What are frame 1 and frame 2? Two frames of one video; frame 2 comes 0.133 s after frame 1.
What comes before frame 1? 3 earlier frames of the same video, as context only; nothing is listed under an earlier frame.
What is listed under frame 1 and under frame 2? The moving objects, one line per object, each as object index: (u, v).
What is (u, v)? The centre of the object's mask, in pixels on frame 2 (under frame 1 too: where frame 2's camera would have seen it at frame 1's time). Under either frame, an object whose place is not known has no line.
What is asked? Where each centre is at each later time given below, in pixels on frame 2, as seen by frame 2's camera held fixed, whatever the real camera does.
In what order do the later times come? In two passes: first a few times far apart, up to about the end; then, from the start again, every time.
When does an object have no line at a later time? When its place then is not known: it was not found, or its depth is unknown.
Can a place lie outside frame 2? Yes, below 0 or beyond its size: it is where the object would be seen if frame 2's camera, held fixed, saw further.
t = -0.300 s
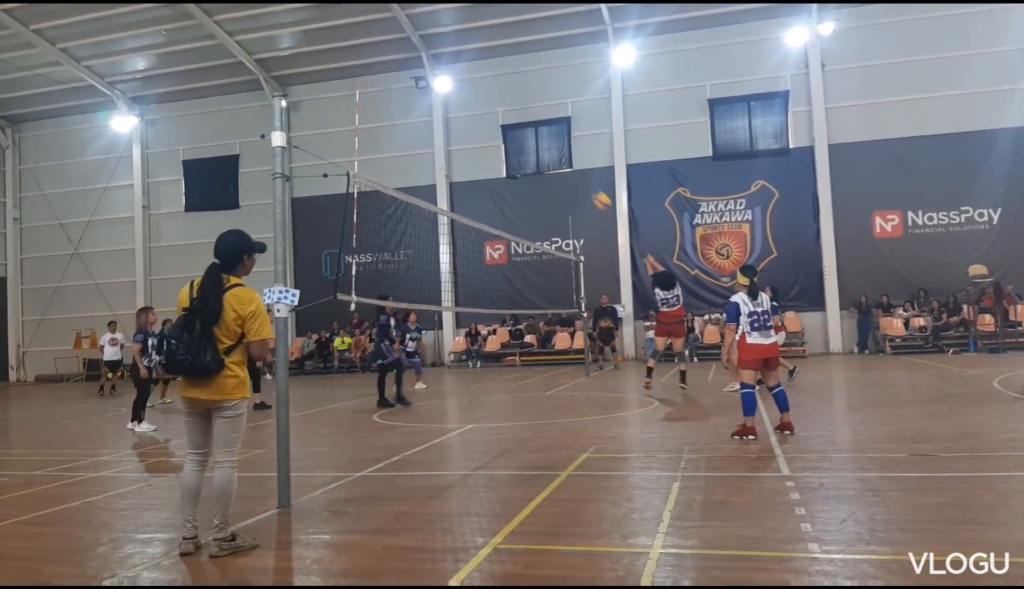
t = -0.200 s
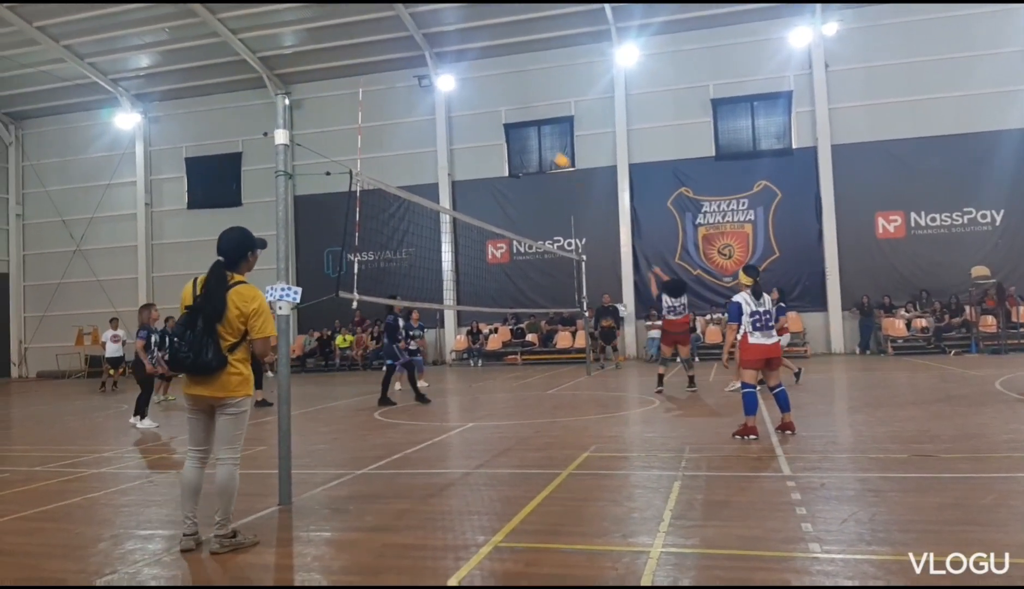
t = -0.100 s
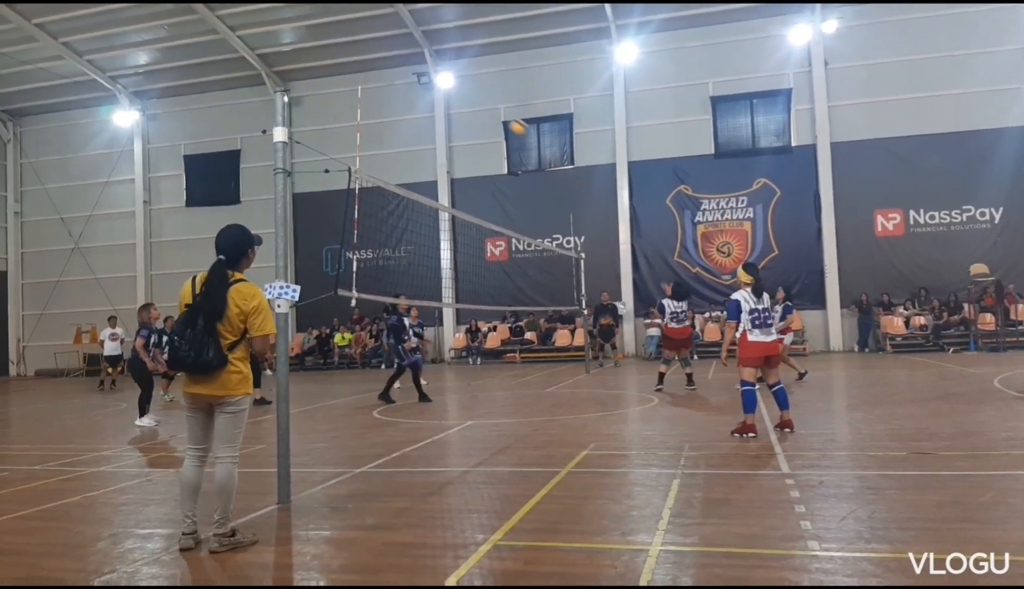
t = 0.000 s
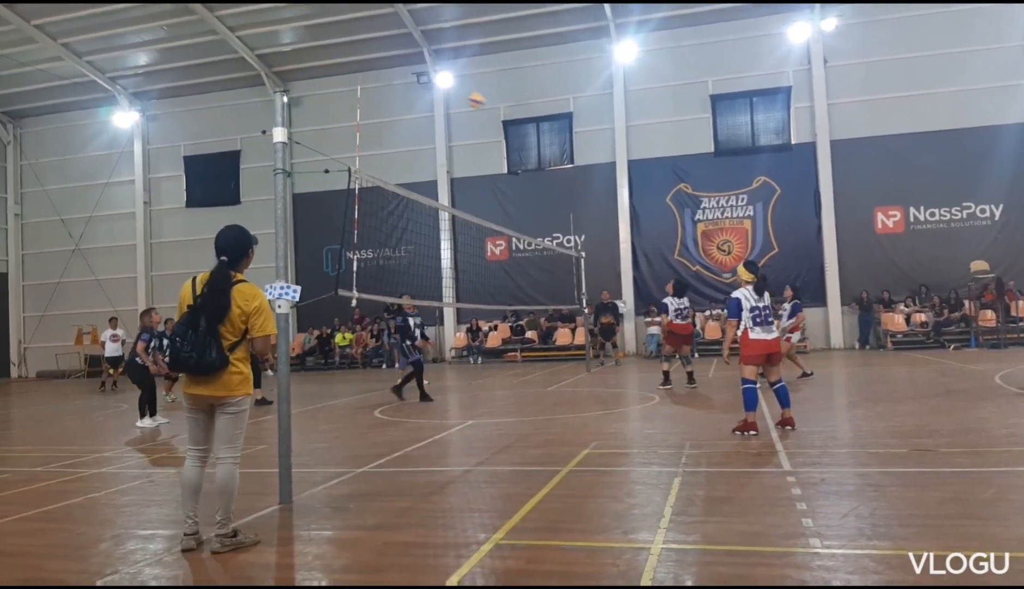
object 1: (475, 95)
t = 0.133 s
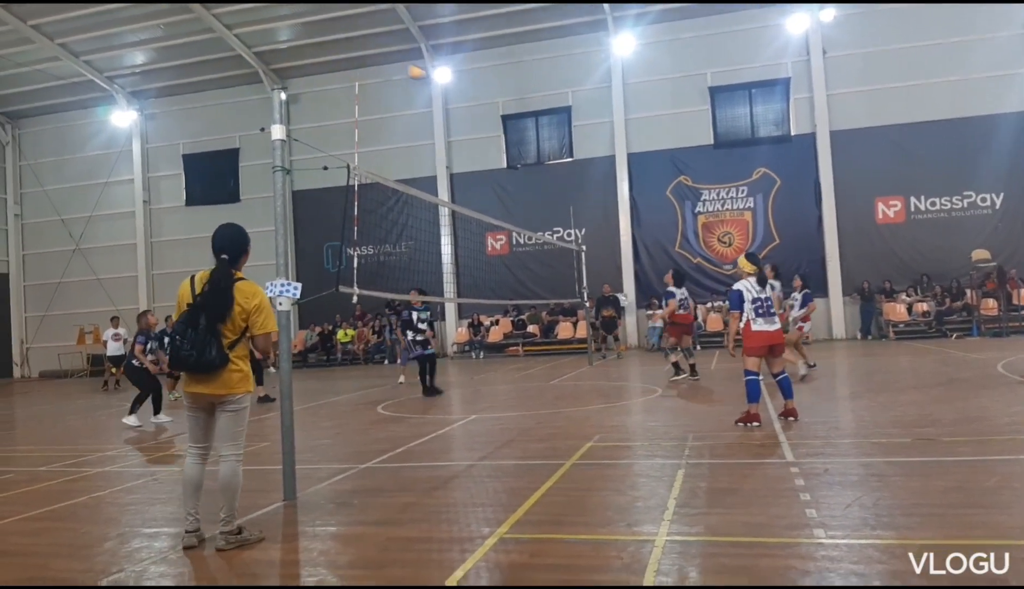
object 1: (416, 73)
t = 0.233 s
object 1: (373, 64)
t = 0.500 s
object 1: (261, 75)
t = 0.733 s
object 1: (163, 133)
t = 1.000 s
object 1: (58, 255)
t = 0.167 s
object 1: (401, 69)
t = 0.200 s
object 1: (388, 66)
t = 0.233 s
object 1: (373, 64)
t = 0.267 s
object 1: (358, 62)
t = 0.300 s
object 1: (344, 61)
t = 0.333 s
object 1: (331, 62)
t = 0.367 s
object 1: (313, 64)
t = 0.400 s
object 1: (299, 65)
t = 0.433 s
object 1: (287, 66)
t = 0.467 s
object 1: (275, 70)
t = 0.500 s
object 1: (261, 75)
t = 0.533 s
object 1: (248, 81)
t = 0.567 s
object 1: (234, 88)
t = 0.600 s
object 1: (220, 95)
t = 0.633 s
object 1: (205, 103)
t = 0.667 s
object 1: (191, 112)
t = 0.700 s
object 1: (177, 123)
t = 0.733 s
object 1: (163, 133)
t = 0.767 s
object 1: (151, 146)
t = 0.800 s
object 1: (138, 159)
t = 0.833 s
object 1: (124, 171)
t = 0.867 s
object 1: (109, 187)
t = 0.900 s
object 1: (96, 202)
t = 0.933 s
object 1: (82, 220)
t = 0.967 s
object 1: (69, 238)
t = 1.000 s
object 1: (58, 255)
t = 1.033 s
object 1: (44, 273)
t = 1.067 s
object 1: (32, 294)
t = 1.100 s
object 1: (18, 314)
